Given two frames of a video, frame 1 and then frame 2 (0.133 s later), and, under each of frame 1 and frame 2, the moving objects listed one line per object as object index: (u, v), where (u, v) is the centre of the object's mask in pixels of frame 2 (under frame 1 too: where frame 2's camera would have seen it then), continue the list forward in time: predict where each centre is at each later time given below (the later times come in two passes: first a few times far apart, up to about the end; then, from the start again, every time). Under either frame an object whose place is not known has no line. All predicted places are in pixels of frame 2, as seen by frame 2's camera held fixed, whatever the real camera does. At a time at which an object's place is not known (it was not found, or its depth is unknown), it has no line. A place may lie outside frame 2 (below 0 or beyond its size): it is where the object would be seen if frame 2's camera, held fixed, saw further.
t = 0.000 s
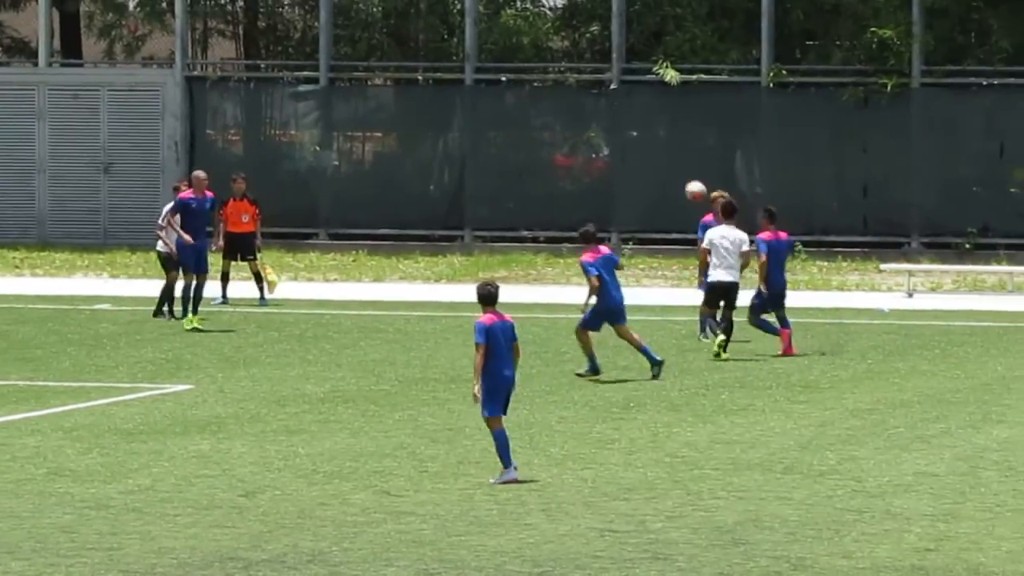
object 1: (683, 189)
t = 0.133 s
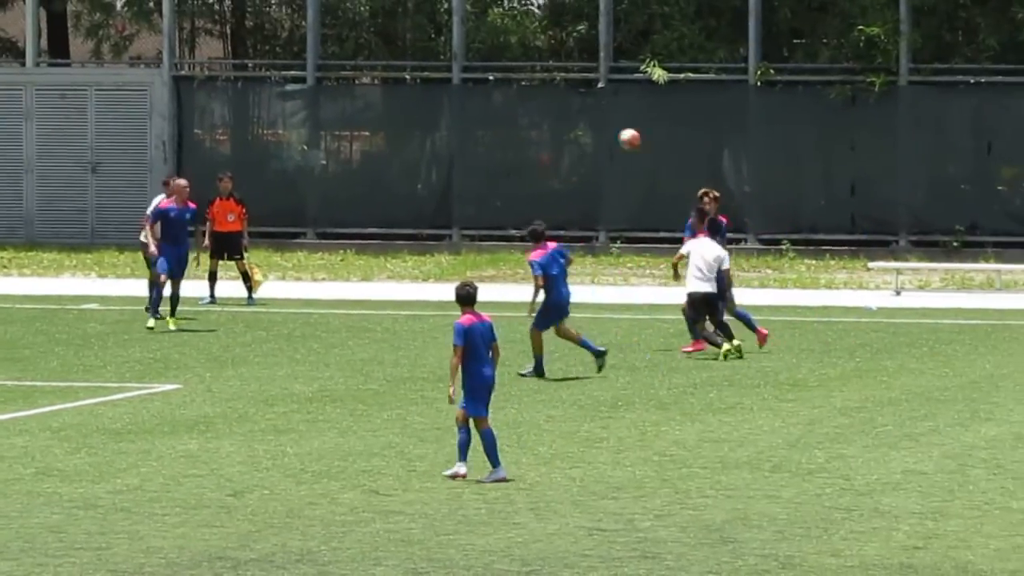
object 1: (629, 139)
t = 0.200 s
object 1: (602, 119)
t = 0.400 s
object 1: (523, 89)
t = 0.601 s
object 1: (447, 96)
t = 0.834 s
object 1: (363, 149)
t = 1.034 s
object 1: (295, 233)
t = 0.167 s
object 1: (616, 129)
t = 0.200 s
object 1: (602, 119)
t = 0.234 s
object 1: (589, 112)
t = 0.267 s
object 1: (575, 106)
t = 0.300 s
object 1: (562, 100)
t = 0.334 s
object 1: (549, 95)
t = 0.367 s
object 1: (536, 92)
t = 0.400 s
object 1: (523, 89)
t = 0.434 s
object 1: (510, 88)
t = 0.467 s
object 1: (497, 88)
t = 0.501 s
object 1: (485, 88)
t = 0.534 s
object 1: (472, 90)
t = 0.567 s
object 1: (459, 92)
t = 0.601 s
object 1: (447, 96)
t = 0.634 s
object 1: (435, 101)
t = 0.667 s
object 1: (422, 106)
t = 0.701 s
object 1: (410, 113)
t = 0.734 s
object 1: (398, 121)
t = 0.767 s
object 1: (386, 129)
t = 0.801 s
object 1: (374, 138)
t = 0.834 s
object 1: (363, 149)
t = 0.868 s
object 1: (351, 161)
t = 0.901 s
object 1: (339, 173)
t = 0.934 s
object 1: (328, 187)
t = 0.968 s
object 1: (316, 202)
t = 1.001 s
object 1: (305, 217)
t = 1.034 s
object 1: (295, 233)
